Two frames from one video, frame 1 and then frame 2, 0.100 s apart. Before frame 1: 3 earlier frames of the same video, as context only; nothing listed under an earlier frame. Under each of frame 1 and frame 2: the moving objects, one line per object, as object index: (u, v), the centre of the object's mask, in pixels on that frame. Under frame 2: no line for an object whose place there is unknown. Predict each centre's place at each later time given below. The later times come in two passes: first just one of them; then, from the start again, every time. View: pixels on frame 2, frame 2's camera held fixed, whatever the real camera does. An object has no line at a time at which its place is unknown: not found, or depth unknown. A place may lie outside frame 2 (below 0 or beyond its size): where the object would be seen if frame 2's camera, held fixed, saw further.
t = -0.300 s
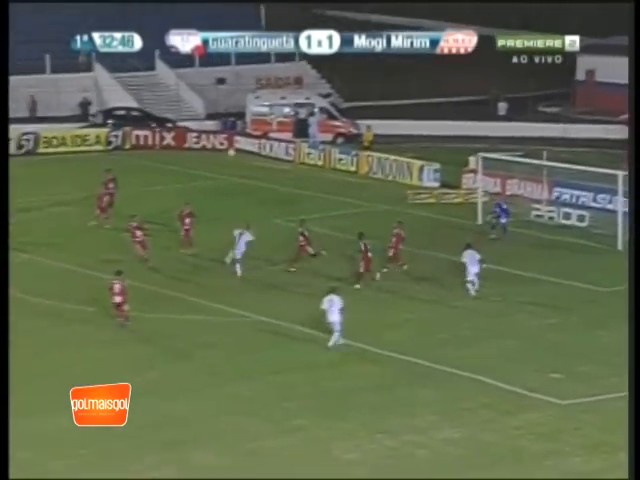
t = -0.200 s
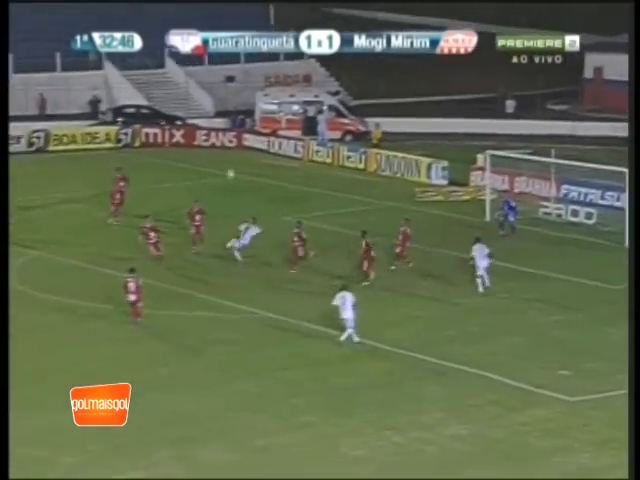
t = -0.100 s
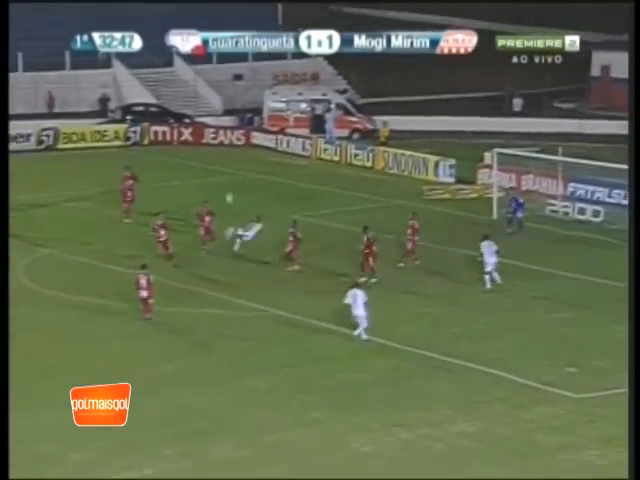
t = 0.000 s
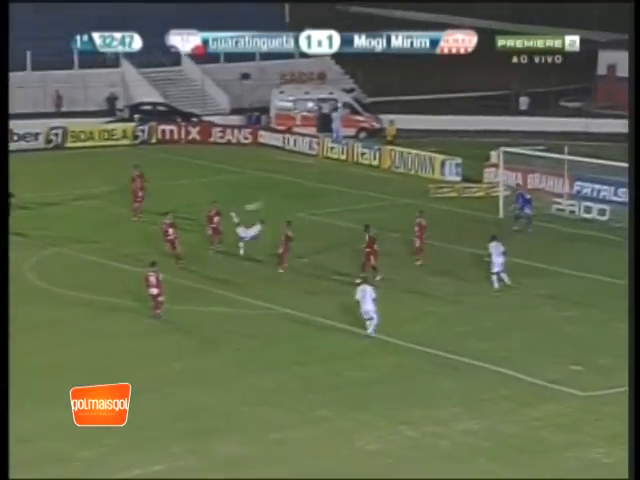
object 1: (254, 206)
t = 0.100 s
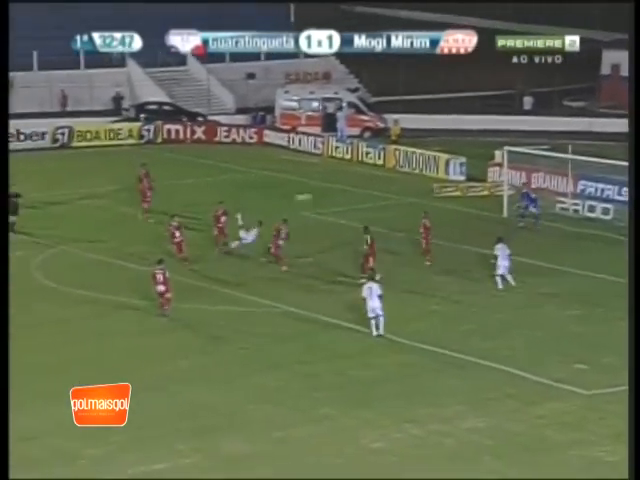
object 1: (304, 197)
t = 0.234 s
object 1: (361, 192)
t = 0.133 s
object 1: (317, 195)
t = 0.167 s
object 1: (333, 193)
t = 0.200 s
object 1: (346, 193)
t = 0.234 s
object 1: (361, 192)
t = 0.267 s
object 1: (376, 192)
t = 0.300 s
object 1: (389, 192)
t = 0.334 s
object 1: (403, 194)
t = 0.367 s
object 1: (417, 195)
